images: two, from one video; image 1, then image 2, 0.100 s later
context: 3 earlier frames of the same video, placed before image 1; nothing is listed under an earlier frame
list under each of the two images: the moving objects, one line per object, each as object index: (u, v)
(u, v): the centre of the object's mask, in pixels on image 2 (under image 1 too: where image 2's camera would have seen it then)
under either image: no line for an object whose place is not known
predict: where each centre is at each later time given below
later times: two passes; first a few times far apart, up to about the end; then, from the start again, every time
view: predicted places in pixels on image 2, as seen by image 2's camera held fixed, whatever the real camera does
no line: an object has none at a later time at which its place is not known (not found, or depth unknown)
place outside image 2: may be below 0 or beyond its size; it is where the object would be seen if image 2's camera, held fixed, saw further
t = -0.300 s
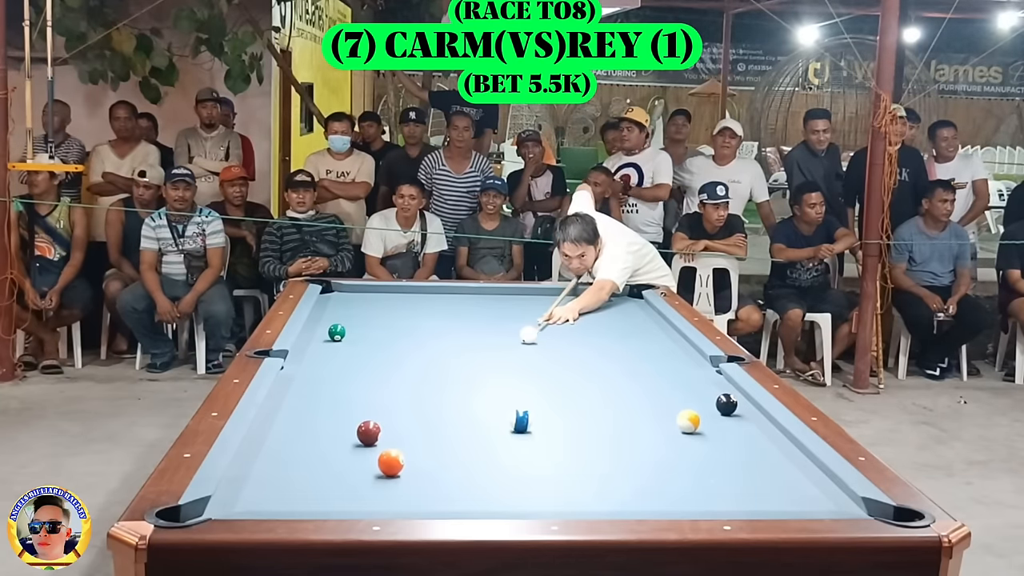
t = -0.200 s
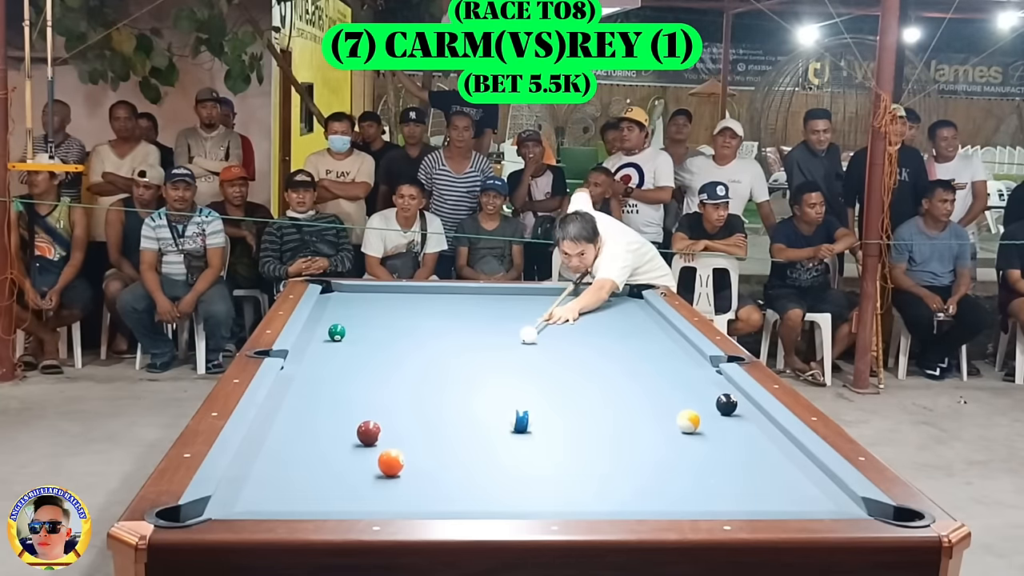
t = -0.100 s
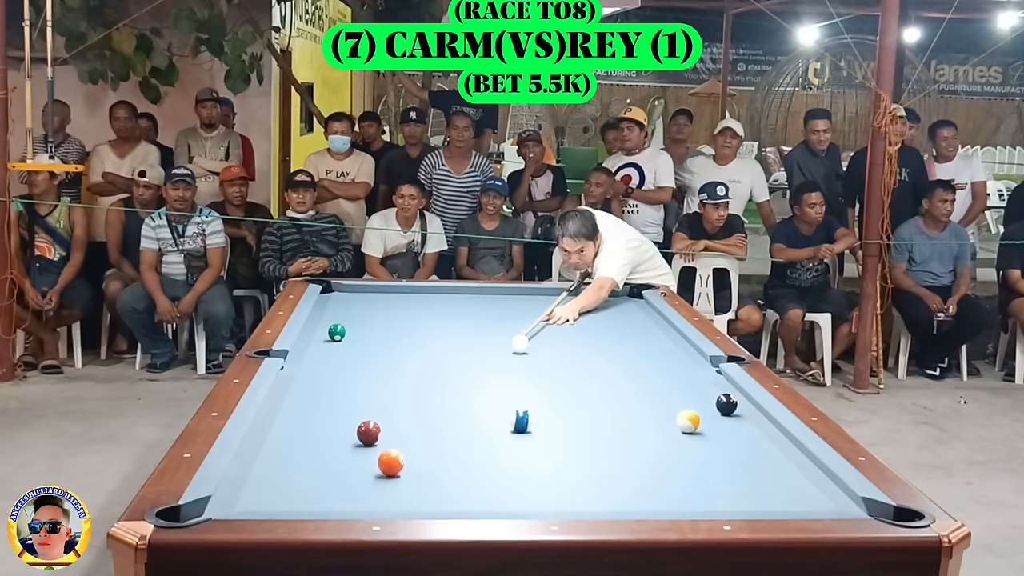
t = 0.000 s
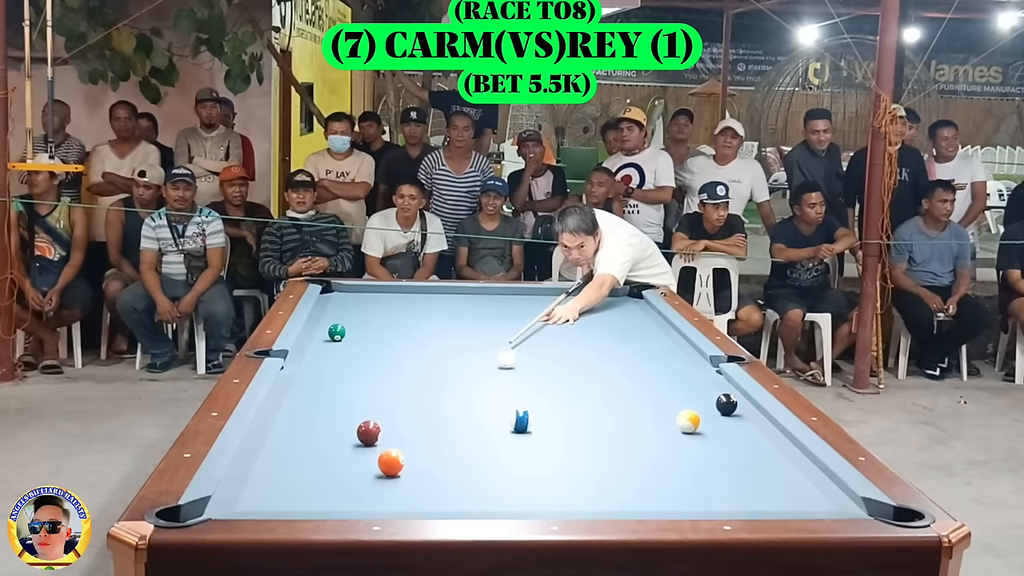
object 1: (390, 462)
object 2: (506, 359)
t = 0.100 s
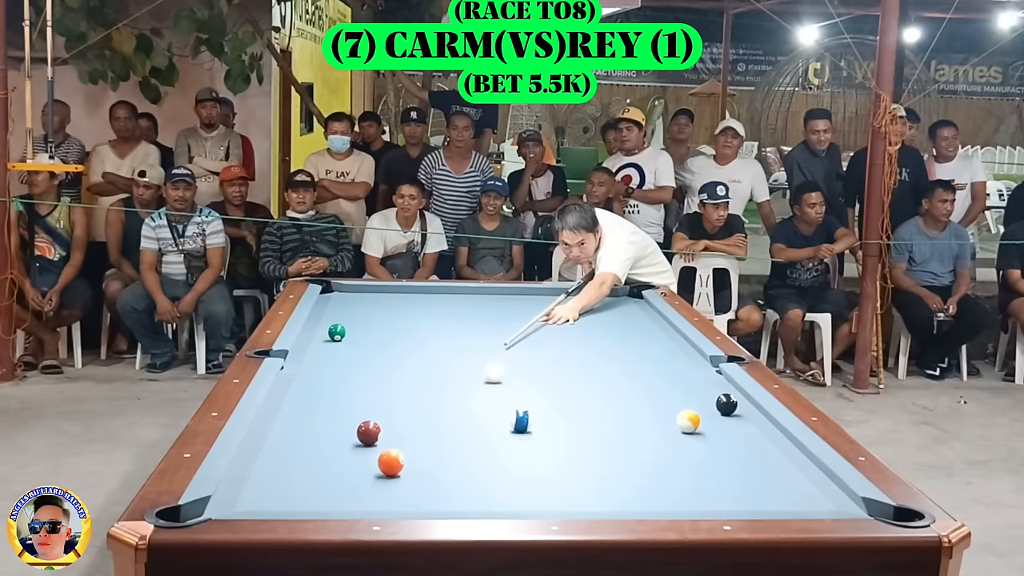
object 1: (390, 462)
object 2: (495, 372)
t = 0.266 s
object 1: (391, 462)
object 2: (472, 396)
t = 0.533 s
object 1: (390, 462)
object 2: (430, 438)
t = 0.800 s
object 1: (332, 477)
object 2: (439, 476)
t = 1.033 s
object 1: (252, 495)
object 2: (468, 503)
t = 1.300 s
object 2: (446, 487)
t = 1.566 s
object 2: (428, 469)
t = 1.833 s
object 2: (412, 453)
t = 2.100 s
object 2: (399, 440)
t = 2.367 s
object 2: (394, 428)
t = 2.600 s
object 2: (395, 419)
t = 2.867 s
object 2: (395, 410)
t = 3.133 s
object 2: (396, 403)
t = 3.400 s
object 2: (397, 397)
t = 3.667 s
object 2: (397, 391)
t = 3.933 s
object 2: (398, 386)
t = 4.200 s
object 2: (399, 381)
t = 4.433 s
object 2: (399, 378)
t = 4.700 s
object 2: (400, 375)
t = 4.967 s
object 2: (401, 372)
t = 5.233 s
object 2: (402, 370)
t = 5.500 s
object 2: (403, 368)
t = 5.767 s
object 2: (404, 367)
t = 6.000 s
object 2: (405, 367)
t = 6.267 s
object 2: (405, 367)
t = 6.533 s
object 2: (405, 367)
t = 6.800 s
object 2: (405, 367)
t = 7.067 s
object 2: (405, 367)
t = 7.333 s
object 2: (405, 367)
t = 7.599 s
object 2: (405, 367)
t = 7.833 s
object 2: (405, 367)
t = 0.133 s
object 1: (391, 462)
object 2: (489, 376)
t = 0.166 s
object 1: (390, 462)
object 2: (486, 381)
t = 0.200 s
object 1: (390, 462)
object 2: (481, 386)
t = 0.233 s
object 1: (390, 462)
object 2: (476, 391)
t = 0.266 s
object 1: (391, 462)
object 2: (472, 396)
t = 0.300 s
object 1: (390, 462)
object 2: (467, 401)
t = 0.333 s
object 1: (390, 462)
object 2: (463, 405)
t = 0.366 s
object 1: (390, 462)
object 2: (458, 410)
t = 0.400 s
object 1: (391, 462)
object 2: (452, 416)
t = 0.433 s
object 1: (390, 462)
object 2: (447, 422)
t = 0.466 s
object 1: (390, 462)
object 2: (442, 426)
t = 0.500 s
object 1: (390, 462)
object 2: (436, 432)
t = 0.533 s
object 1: (390, 462)
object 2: (430, 438)
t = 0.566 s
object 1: (390, 462)
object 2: (424, 444)
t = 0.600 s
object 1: (390, 462)
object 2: (417, 451)
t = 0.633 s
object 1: (388, 463)
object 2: (414, 457)
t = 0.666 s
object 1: (374, 466)
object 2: (421, 461)
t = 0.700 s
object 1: (361, 469)
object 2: (427, 464)
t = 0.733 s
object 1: (349, 472)
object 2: (432, 469)
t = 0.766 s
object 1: (343, 474)
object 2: (435, 472)
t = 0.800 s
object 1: (332, 477)
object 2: (439, 476)
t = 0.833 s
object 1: (321, 479)
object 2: (443, 481)
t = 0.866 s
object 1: (310, 482)
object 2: (448, 486)
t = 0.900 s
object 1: (299, 484)
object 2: (453, 491)
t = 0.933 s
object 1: (288, 487)
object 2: (457, 495)
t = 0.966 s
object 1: (276, 490)
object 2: (461, 498)
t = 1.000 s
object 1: (264, 493)
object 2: (466, 501)
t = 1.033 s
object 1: (252, 495)
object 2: (468, 503)
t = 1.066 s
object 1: (240, 498)
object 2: (465, 501)
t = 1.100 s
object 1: (229, 500)
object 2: (462, 499)
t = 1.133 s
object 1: (216, 504)
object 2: (459, 498)
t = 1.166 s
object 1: (207, 506)
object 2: (456, 496)
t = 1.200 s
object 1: (199, 510)
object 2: (453, 494)
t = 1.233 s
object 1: (191, 515)
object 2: (451, 491)
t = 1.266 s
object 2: (448, 489)
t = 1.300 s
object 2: (446, 487)
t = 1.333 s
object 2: (443, 484)
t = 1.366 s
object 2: (441, 482)
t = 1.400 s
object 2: (439, 480)
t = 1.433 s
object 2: (436, 478)
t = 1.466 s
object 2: (434, 475)
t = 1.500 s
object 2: (432, 473)
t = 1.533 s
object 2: (430, 471)
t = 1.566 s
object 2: (428, 469)
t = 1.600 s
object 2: (426, 467)
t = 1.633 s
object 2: (424, 465)
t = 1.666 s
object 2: (422, 463)
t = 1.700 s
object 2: (420, 461)
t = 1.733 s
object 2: (418, 459)
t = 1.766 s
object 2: (416, 457)
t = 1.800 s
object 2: (414, 455)
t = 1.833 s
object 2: (412, 453)
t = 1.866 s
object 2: (411, 451)
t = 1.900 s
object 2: (409, 450)
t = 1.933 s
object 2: (408, 448)
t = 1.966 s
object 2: (405, 446)
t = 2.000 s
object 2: (404, 444)
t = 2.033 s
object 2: (402, 443)
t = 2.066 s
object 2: (400, 441)
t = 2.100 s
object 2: (399, 440)
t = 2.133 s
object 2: (397, 438)
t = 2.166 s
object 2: (396, 436)
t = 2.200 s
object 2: (394, 435)
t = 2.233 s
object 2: (394, 433)
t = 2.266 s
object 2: (394, 432)
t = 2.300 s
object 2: (394, 431)
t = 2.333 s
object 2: (394, 429)
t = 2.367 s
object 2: (394, 428)
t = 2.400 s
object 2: (394, 426)
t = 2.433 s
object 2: (395, 425)
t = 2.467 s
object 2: (395, 424)
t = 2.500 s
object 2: (395, 423)
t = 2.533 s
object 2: (395, 422)
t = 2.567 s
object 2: (395, 421)
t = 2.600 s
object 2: (395, 419)
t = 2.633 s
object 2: (395, 418)
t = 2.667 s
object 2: (395, 417)
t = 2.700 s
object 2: (395, 416)
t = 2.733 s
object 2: (395, 415)
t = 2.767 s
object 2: (395, 414)
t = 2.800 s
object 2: (395, 413)
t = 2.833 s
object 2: (395, 412)
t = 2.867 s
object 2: (395, 410)
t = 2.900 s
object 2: (395, 409)
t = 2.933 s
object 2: (395, 409)
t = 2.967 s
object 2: (395, 407)
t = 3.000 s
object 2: (396, 406)
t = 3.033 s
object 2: (396, 406)
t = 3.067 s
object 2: (396, 405)
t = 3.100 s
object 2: (396, 404)
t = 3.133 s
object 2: (396, 403)
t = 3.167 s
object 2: (396, 402)
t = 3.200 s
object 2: (396, 401)
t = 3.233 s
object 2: (396, 400)
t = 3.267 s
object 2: (396, 400)
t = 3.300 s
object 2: (396, 399)
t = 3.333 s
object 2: (396, 398)
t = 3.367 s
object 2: (396, 397)
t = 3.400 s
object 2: (397, 397)
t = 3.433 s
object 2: (397, 396)
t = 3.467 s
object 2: (397, 395)
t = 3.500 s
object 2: (397, 394)
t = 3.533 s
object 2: (397, 393)
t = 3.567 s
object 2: (397, 393)
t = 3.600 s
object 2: (397, 392)
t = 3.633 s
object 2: (397, 391)
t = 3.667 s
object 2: (397, 391)
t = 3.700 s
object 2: (397, 390)
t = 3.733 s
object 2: (398, 389)
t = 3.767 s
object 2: (398, 389)
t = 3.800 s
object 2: (398, 388)
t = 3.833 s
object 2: (398, 387)
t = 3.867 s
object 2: (398, 387)
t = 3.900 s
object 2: (398, 386)
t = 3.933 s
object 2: (398, 386)
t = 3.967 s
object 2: (398, 385)
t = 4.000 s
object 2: (398, 385)
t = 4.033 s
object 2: (398, 384)
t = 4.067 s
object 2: (398, 383)
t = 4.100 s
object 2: (398, 383)
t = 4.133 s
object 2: (398, 383)
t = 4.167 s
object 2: (399, 382)
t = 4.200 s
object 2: (399, 381)
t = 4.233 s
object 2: (399, 381)
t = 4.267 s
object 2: (399, 380)
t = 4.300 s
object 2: (399, 380)
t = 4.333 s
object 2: (399, 380)
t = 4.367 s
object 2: (399, 379)
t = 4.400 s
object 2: (399, 379)
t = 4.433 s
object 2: (399, 378)
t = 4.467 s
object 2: (399, 378)
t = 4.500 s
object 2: (399, 377)
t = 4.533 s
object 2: (399, 376)
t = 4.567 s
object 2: (399, 376)
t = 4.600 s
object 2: (400, 376)
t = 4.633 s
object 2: (400, 376)
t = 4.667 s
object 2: (400, 375)
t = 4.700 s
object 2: (400, 375)
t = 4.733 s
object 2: (400, 375)
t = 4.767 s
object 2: (400, 375)
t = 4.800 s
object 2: (400, 374)
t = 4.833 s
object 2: (400, 373)
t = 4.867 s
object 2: (401, 373)
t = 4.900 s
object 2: (401, 373)
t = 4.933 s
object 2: (401, 372)
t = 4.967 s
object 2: (401, 372)
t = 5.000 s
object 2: (401, 372)
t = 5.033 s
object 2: (401, 372)
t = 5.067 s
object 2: (402, 371)
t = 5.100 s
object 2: (402, 371)
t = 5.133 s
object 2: (402, 371)
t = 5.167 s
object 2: (402, 371)
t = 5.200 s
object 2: (402, 371)
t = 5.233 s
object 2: (402, 370)
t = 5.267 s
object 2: (402, 370)
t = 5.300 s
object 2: (402, 370)
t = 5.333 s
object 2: (402, 370)
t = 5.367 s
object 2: (402, 370)
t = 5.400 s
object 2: (402, 369)
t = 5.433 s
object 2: (402, 369)
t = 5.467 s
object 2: (403, 369)
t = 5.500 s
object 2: (403, 368)
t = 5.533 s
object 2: (403, 368)
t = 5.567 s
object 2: (403, 368)
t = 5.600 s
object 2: (403, 368)
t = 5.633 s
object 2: (403, 368)
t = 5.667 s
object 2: (403, 368)
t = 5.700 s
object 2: (404, 367)
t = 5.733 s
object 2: (404, 367)
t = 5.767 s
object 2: (404, 367)
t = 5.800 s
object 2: (404, 367)
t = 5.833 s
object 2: (404, 367)
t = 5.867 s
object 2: (404, 367)
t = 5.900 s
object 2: (404, 367)
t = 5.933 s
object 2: (404, 367)
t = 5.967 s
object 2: (404, 367)
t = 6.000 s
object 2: (405, 367)
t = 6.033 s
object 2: (405, 367)
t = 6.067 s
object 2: (405, 367)
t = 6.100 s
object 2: (405, 367)
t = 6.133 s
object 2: (405, 367)
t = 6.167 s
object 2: (405, 367)
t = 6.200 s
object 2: (405, 367)
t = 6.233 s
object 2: (405, 367)
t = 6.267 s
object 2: (405, 367)
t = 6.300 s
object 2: (405, 367)
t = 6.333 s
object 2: (405, 367)
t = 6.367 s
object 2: (405, 367)
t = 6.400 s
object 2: (405, 367)
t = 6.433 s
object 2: (405, 367)
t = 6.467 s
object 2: (405, 367)
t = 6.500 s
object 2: (405, 367)
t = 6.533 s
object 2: (405, 367)
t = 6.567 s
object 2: (405, 367)
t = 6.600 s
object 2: (405, 367)
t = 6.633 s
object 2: (405, 367)
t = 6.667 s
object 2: (405, 367)
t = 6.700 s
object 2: (405, 367)
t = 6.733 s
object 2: (405, 367)
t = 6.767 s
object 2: (405, 367)
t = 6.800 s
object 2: (405, 367)
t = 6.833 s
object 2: (405, 367)
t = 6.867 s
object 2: (405, 367)
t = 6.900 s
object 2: (405, 367)
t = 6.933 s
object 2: (404, 367)
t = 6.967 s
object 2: (404, 367)
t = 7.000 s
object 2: (404, 367)
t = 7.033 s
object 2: (404, 367)
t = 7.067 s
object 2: (405, 367)
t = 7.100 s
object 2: (405, 367)
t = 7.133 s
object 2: (405, 367)
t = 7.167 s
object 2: (404, 367)
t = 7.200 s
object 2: (405, 367)
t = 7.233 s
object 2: (405, 367)
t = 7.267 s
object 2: (405, 367)
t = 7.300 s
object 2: (405, 367)
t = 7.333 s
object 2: (405, 367)
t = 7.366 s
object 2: (405, 367)
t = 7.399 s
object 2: (405, 367)
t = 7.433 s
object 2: (405, 367)
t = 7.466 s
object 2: (405, 367)
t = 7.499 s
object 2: (405, 367)
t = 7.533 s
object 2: (405, 367)
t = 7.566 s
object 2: (405, 367)
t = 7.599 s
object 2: (405, 367)
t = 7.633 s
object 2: (405, 367)
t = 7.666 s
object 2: (405, 367)
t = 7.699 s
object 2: (405, 367)
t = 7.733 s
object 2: (405, 367)
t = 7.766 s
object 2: (405, 367)
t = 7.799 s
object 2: (405, 367)
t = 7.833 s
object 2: (405, 367)
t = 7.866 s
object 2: (405, 367)
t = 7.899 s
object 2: (405, 367)
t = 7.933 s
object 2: (405, 367)
